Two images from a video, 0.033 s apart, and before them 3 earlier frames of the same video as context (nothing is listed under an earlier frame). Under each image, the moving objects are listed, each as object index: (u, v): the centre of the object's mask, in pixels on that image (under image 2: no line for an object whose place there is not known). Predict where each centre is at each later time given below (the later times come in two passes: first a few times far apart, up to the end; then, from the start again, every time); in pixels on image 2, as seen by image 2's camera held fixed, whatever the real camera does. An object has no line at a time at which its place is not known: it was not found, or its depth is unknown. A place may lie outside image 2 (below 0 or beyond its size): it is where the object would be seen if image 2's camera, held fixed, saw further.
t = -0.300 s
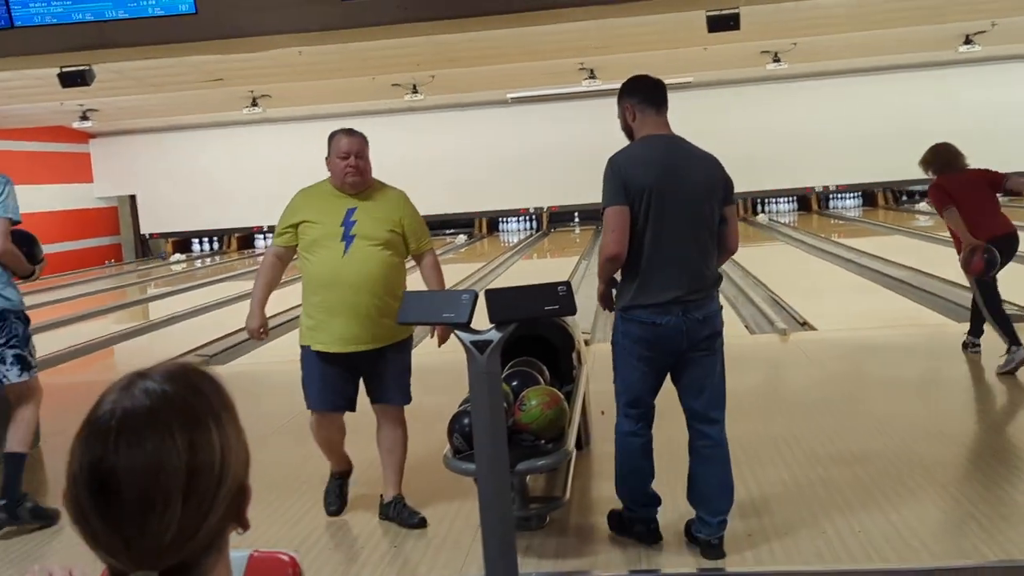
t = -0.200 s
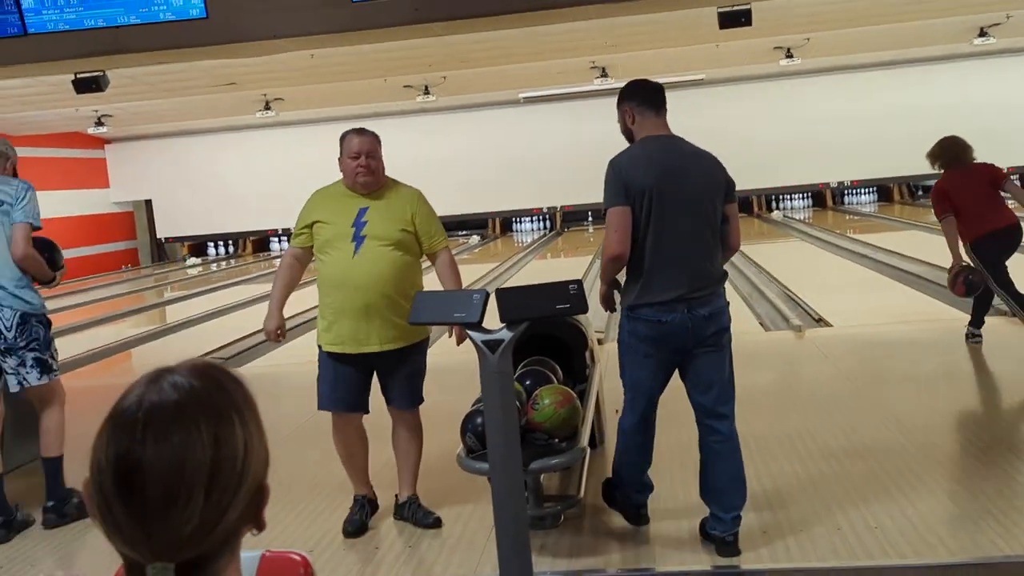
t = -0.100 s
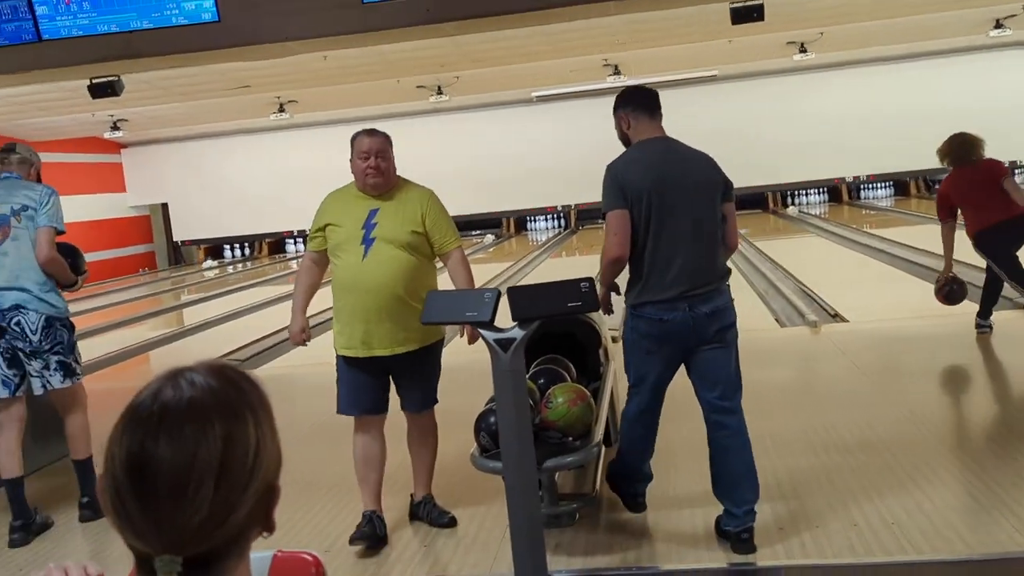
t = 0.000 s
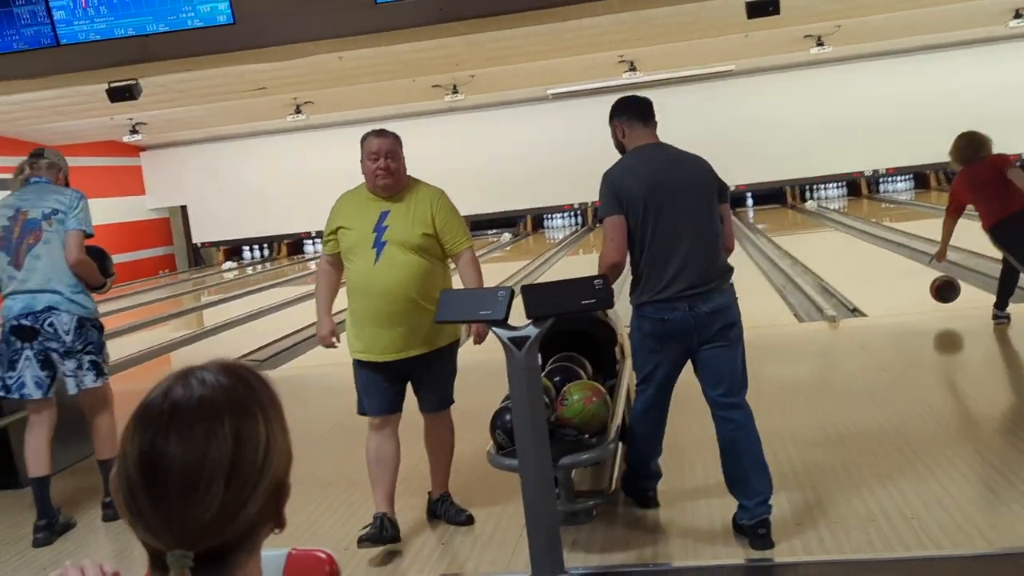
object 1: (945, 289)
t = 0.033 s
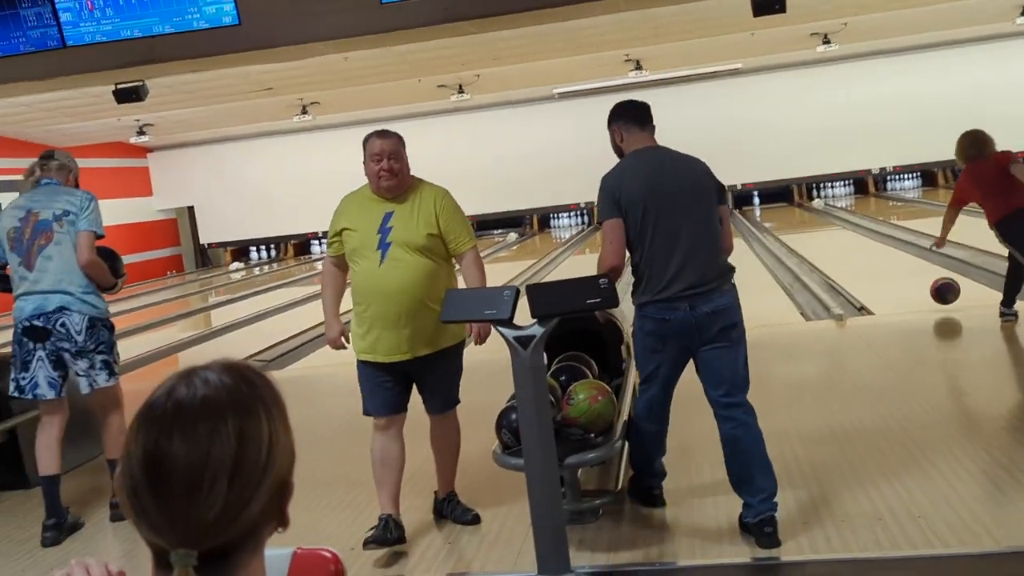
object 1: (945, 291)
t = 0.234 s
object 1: (902, 277)
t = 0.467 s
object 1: (866, 261)
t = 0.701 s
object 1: (840, 249)
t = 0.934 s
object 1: (821, 241)
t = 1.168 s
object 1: (806, 235)
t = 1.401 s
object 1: (793, 228)
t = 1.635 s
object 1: (781, 224)
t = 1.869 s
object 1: (772, 219)
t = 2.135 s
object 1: (765, 214)
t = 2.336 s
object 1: (759, 210)
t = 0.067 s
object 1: (937, 292)
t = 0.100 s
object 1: (929, 288)
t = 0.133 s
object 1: (922, 285)
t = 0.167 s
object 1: (915, 283)
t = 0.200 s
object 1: (909, 280)
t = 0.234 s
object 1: (902, 277)
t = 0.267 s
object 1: (896, 274)
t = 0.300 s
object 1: (891, 272)
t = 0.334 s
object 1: (885, 269)
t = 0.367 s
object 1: (880, 267)
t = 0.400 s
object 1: (875, 265)
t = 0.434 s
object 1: (871, 263)
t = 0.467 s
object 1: (866, 261)
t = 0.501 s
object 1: (862, 259)
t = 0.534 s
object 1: (858, 257)
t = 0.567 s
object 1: (854, 255)
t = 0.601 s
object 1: (850, 254)
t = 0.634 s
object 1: (846, 252)
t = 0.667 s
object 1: (843, 251)
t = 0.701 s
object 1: (840, 249)
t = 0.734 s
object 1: (837, 248)
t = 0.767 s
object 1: (834, 247)
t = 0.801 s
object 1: (831, 246)
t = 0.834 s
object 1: (828, 244)
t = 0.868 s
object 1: (826, 243)
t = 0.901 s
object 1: (823, 242)
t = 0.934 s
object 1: (821, 241)
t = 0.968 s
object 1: (818, 240)
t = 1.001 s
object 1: (816, 239)
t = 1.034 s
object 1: (814, 238)
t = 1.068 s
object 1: (812, 237)
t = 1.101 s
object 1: (810, 236)
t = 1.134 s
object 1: (808, 235)
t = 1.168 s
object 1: (806, 235)
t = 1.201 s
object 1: (804, 234)
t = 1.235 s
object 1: (802, 233)
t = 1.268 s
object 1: (800, 232)
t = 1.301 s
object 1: (798, 231)
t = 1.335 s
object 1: (797, 230)
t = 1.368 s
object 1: (795, 229)
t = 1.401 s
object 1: (793, 228)
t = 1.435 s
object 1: (791, 228)
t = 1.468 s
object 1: (790, 228)
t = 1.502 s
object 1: (788, 227)
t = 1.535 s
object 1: (786, 226)
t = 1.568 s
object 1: (784, 226)
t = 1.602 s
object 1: (783, 225)
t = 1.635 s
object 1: (781, 224)
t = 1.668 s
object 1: (780, 223)
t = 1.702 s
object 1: (778, 222)
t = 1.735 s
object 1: (777, 222)
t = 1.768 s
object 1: (776, 221)
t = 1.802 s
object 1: (774, 221)
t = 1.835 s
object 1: (773, 220)
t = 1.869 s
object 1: (772, 219)
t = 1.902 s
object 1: (771, 219)
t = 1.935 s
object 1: (770, 218)
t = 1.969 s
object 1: (769, 218)
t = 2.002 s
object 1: (768, 217)
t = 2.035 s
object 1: (767, 216)
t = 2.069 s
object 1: (766, 215)
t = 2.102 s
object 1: (766, 214)
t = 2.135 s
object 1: (765, 214)
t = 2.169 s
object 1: (763, 213)
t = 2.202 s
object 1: (762, 213)
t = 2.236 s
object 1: (761, 213)
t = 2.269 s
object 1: (761, 212)
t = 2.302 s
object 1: (759, 211)
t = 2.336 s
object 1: (759, 210)
